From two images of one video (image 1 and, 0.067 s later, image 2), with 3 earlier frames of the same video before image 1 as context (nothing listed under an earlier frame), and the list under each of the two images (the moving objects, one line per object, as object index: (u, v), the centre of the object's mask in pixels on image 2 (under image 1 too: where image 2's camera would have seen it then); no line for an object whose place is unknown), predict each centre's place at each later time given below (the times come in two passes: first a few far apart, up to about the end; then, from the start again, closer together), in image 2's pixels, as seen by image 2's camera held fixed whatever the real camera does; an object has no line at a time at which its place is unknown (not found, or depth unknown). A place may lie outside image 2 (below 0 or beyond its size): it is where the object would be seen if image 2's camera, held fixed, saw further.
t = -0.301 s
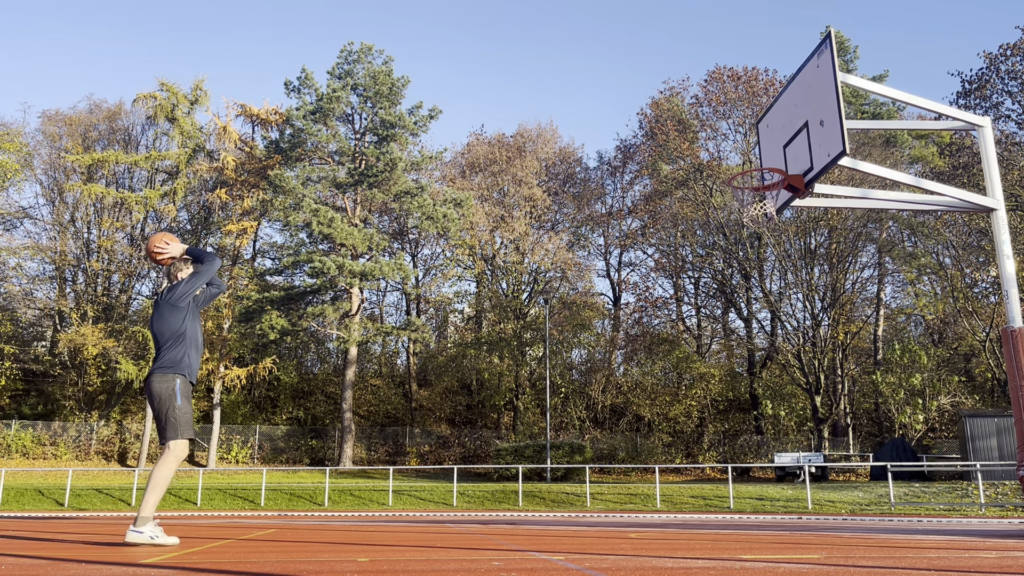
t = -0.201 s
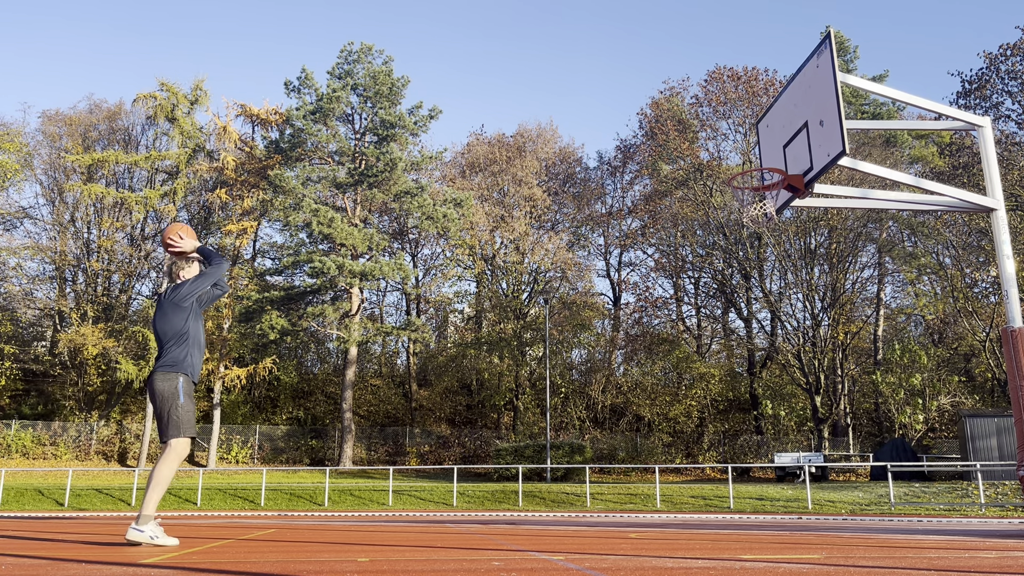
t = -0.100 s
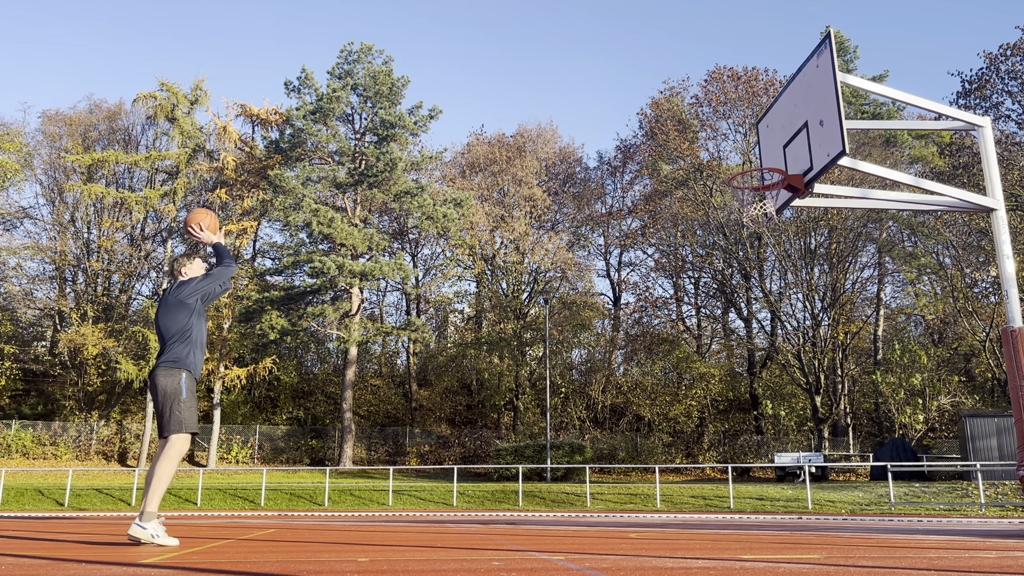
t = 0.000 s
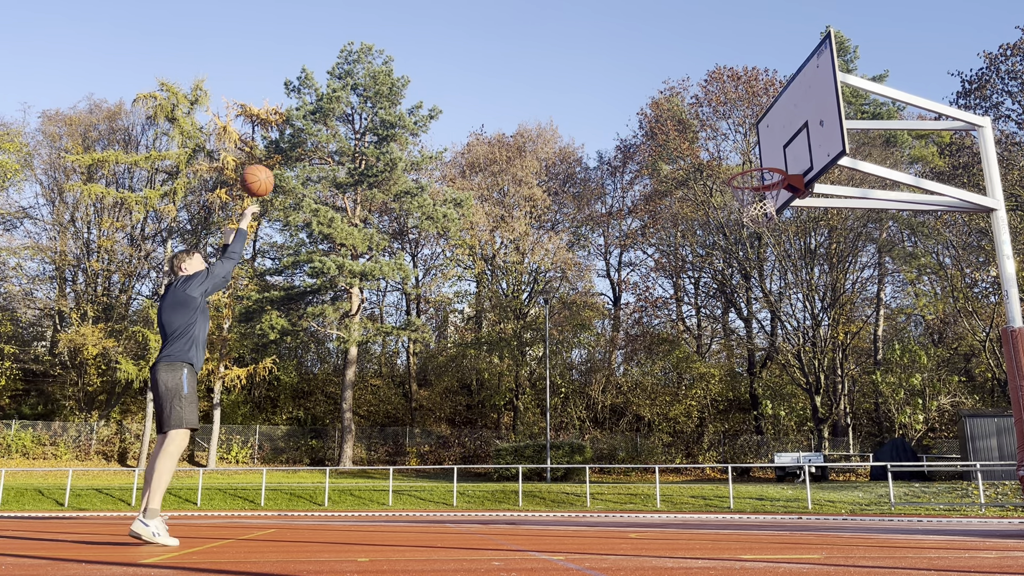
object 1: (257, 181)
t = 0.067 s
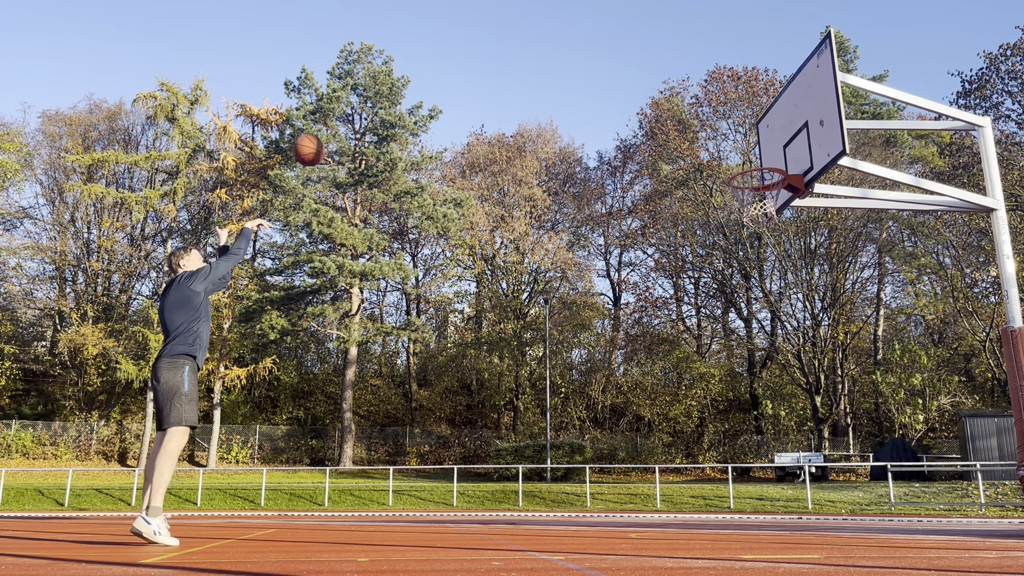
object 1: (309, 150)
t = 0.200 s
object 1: (404, 108)
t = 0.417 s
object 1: (540, 88)
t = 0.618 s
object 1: (656, 114)
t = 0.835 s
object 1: (767, 186)
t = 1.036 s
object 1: (749, 270)
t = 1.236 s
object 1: (732, 404)
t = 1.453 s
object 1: (702, 466)
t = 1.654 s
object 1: (656, 374)
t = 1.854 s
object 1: (610, 333)
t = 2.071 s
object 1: (559, 350)
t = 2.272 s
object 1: (507, 433)
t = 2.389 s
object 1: (474, 518)
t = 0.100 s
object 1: (333, 137)
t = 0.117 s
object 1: (346, 131)
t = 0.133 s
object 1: (357, 126)
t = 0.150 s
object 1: (369, 121)
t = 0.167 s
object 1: (381, 116)
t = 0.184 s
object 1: (392, 112)
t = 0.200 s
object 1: (404, 108)
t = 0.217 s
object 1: (415, 105)
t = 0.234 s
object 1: (426, 102)
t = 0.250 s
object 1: (436, 99)
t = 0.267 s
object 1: (447, 96)
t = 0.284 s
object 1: (458, 94)
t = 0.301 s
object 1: (469, 92)
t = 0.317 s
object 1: (479, 91)
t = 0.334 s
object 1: (490, 90)
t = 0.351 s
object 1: (500, 89)
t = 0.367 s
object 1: (510, 88)
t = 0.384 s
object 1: (520, 88)
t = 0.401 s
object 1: (531, 88)
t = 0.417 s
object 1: (540, 88)
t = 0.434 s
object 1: (550, 89)
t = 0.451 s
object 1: (560, 90)
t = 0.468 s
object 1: (570, 91)
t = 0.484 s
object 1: (580, 93)
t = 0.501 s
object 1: (589, 95)
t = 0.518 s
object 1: (599, 97)
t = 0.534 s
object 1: (609, 99)
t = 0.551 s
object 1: (618, 102)
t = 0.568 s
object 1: (628, 104)
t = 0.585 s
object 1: (637, 108)
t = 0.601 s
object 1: (646, 111)
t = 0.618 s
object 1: (656, 114)
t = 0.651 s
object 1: (674, 123)
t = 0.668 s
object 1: (684, 128)
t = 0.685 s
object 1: (692, 132)
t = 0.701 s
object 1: (701, 137)
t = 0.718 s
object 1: (710, 143)
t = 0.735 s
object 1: (719, 148)
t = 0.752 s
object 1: (728, 154)
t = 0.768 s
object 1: (737, 161)
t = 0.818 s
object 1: (763, 181)
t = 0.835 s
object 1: (767, 186)
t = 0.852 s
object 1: (767, 191)
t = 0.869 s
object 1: (767, 197)
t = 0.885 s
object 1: (763, 208)
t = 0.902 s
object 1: (762, 213)
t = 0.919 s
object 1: (760, 220)
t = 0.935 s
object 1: (758, 225)
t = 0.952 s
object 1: (756, 232)
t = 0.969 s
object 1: (755, 239)
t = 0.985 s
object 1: (753, 246)
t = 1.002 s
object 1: (752, 254)
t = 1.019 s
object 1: (750, 262)
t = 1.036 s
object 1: (749, 270)
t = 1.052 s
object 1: (747, 279)
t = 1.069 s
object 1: (745, 288)
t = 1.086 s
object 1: (744, 298)
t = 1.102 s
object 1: (744, 307)
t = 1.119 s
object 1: (741, 318)
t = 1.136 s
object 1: (740, 329)
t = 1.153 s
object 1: (739, 340)
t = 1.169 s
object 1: (737, 352)
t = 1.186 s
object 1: (736, 364)
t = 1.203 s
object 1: (735, 377)
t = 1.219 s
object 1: (733, 390)
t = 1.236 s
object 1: (732, 404)
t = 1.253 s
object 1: (731, 418)
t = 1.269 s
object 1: (730, 433)
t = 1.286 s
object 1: (729, 449)
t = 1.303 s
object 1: (728, 465)
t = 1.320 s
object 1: (727, 481)
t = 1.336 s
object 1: (726, 498)
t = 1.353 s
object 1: (724, 516)
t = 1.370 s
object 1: (721, 520)
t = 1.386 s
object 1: (718, 509)
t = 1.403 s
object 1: (714, 497)
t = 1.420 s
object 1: (710, 487)
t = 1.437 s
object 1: (706, 476)
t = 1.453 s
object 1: (702, 466)
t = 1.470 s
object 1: (698, 457)
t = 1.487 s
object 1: (694, 447)
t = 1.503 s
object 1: (690, 439)
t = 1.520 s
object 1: (686, 430)
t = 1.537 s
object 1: (682, 421)
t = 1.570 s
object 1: (675, 406)
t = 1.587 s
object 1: (670, 399)
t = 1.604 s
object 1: (667, 392)
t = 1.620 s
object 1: (663, 385)
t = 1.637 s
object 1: (660, 380)
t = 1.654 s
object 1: (656, 374)
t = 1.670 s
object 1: (652, 368)
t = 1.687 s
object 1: (648, 363)
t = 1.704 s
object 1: (644, 358)
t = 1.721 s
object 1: (640, 354)
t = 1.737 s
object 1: (636, 350)
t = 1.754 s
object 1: (633, 346)
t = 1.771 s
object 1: (630, 343)
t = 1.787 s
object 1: (625, 341)
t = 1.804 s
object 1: (622, 338)
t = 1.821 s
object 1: (617, 336)
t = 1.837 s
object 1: (614, 334)
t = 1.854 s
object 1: (610, 333)
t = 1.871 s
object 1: (606, 332)
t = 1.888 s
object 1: (602, 331)
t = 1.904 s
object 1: (598, 331)
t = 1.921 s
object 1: (594, 331)
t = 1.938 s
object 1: (591, 332)
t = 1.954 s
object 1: (587, 333)
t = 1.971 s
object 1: (583, 334)
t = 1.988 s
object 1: (579, 336)
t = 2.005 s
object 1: (575, 338)
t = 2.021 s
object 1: (571, 340)
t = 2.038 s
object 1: (567, 343)
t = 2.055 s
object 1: (563, 347)
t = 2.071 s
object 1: (559, 350)
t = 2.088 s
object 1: (555, 355)
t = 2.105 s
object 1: (550, 359)
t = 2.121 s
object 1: (546, 365)
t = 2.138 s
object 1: (542, 370)
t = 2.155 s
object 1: (538, 376)
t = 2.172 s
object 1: (534, 382)
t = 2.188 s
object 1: (529, 390)
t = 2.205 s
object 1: (525, 397)
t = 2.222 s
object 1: (521, 405)
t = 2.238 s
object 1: (516, 414)
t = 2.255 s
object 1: (512, 423)
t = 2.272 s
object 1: (507, 433)
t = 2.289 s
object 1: (503, 443)
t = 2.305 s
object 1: (498, 454)
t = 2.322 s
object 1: (493, 466)
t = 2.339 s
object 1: (488, 478)
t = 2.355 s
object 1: (484, 491)
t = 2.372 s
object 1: (479, 504)
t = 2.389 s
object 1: (474, 518)
